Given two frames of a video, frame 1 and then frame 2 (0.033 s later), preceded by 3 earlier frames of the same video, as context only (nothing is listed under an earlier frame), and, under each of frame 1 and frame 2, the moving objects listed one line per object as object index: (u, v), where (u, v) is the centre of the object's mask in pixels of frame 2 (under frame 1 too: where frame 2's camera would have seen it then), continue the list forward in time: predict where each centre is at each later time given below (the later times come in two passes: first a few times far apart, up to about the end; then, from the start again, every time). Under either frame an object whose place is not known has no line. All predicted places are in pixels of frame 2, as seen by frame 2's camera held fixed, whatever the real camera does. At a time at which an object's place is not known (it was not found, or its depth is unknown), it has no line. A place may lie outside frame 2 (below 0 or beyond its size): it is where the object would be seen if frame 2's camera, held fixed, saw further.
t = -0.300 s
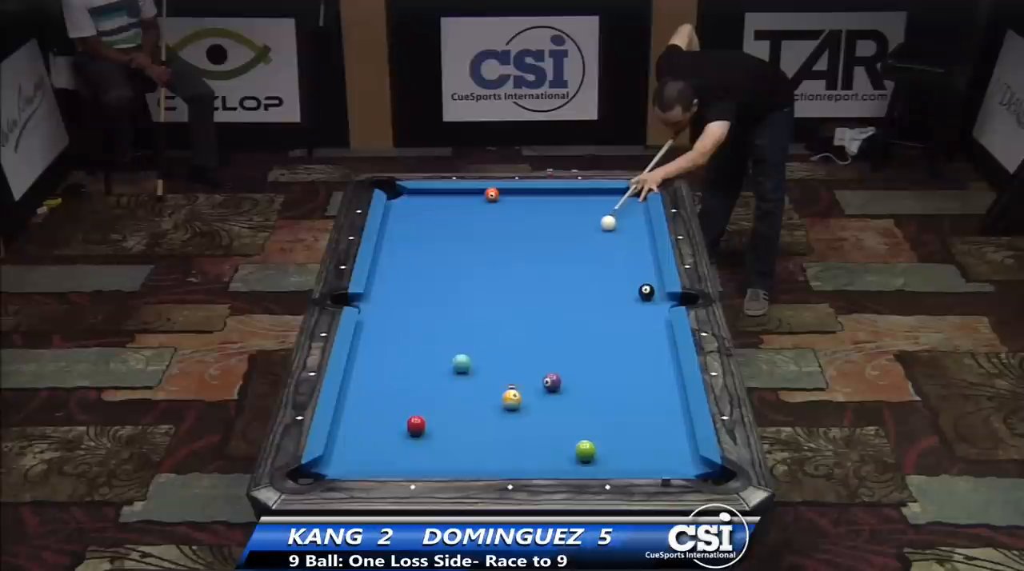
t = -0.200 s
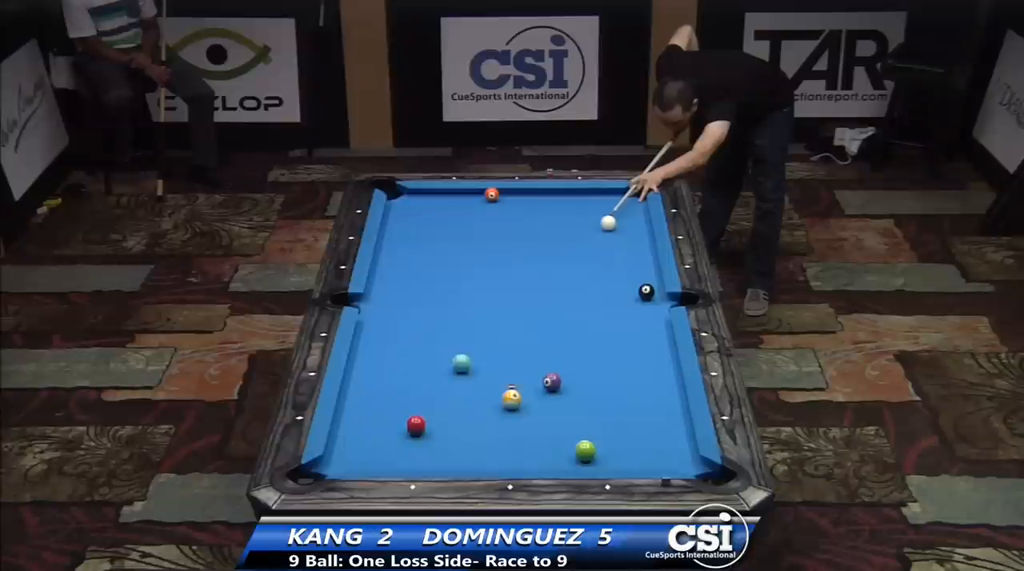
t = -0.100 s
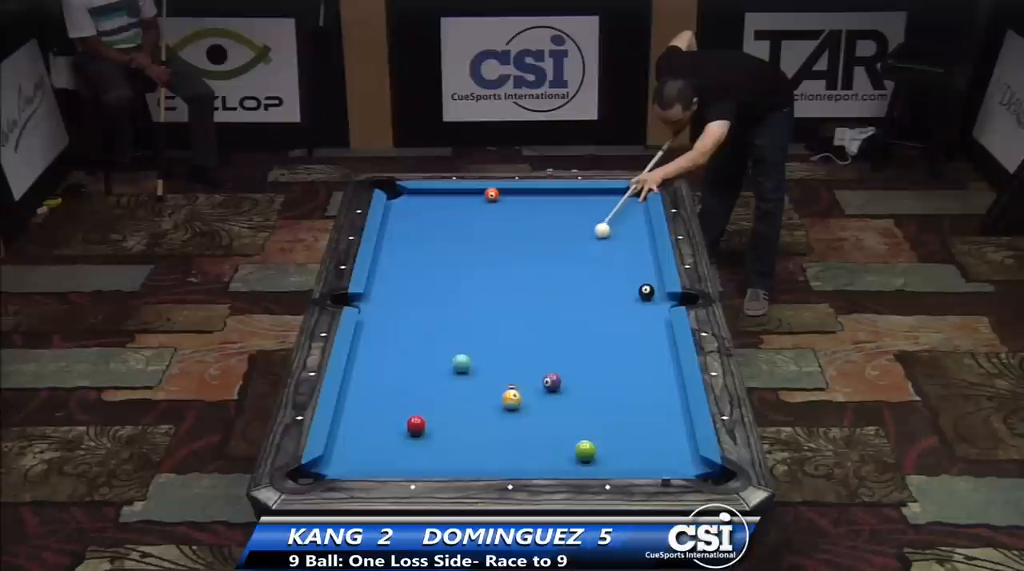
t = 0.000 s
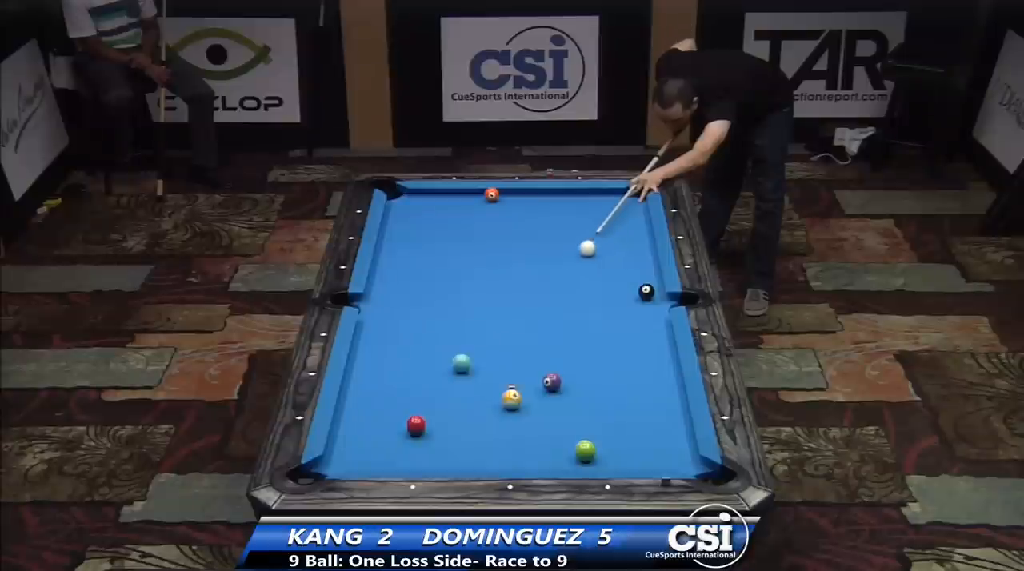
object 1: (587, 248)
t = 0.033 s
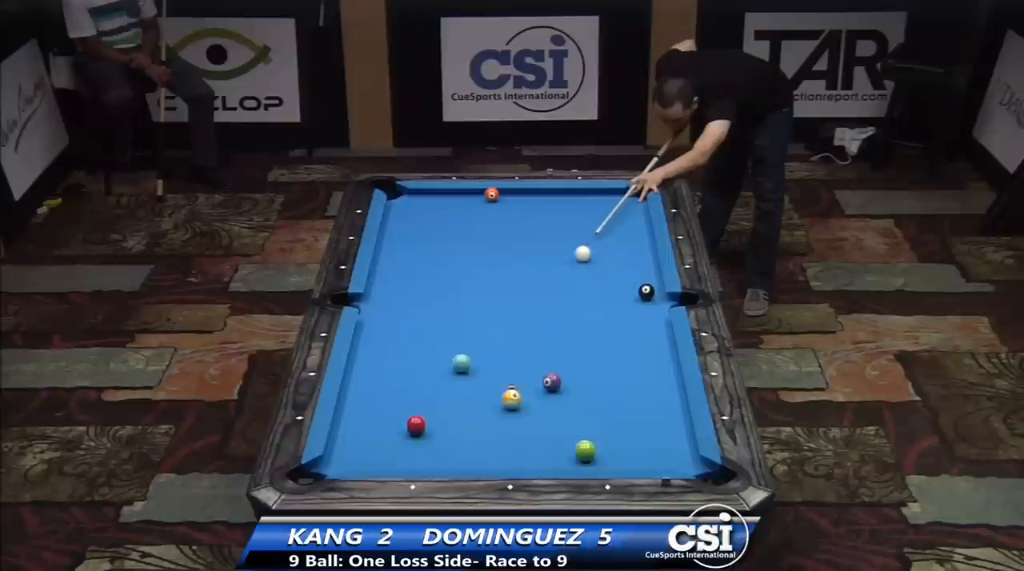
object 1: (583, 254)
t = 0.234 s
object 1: (553, 288)
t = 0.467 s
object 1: (516, 332)
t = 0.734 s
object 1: (467, 389)
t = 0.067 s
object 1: (578, 259)
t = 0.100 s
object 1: (573, 265)
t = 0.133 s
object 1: (568, 270)
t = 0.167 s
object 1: (563, 276)
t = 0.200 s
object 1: (558, 282)
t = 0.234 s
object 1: (553, 288)
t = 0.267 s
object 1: (548, 294)
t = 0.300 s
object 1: (543, 300)
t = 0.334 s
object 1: (537, 306)
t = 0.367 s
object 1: (532, 312)
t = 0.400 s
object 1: (527, 319)
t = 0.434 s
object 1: (521, 325)
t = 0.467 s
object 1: (516, 332)
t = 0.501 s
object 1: (510, 339)
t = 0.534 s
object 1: (504, 345)
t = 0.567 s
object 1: (498, 352)
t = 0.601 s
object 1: (492, 359)
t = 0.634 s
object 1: (486, 367)
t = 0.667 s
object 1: (480, 374)
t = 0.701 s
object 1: (474, 381)
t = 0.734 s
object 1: (467, 389)
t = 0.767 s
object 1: (460, 397)
